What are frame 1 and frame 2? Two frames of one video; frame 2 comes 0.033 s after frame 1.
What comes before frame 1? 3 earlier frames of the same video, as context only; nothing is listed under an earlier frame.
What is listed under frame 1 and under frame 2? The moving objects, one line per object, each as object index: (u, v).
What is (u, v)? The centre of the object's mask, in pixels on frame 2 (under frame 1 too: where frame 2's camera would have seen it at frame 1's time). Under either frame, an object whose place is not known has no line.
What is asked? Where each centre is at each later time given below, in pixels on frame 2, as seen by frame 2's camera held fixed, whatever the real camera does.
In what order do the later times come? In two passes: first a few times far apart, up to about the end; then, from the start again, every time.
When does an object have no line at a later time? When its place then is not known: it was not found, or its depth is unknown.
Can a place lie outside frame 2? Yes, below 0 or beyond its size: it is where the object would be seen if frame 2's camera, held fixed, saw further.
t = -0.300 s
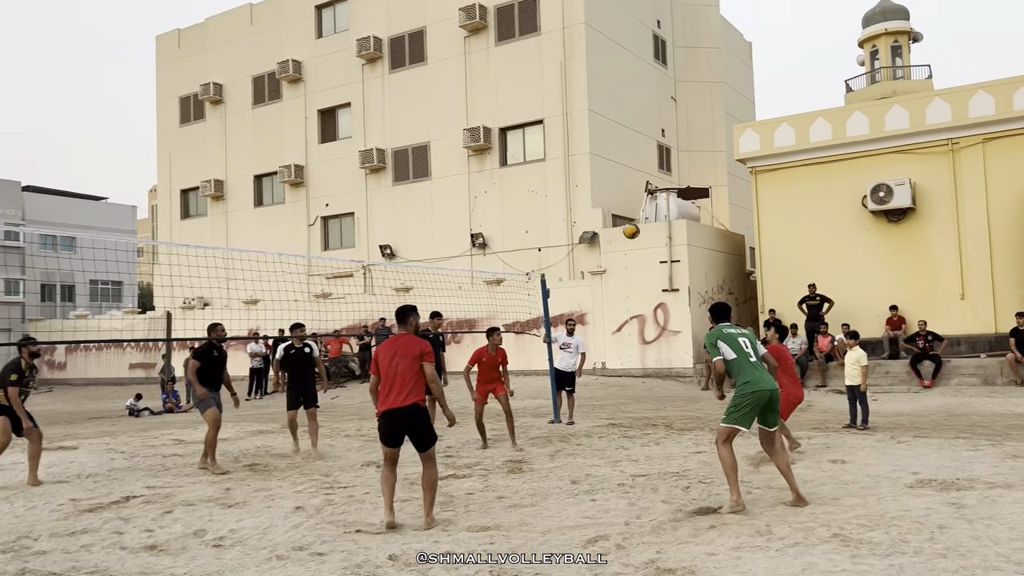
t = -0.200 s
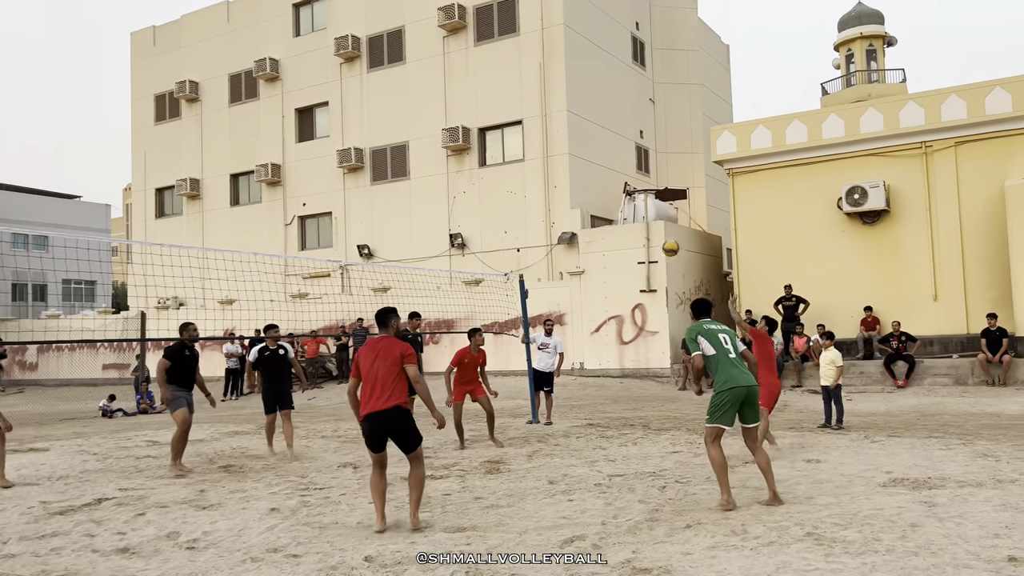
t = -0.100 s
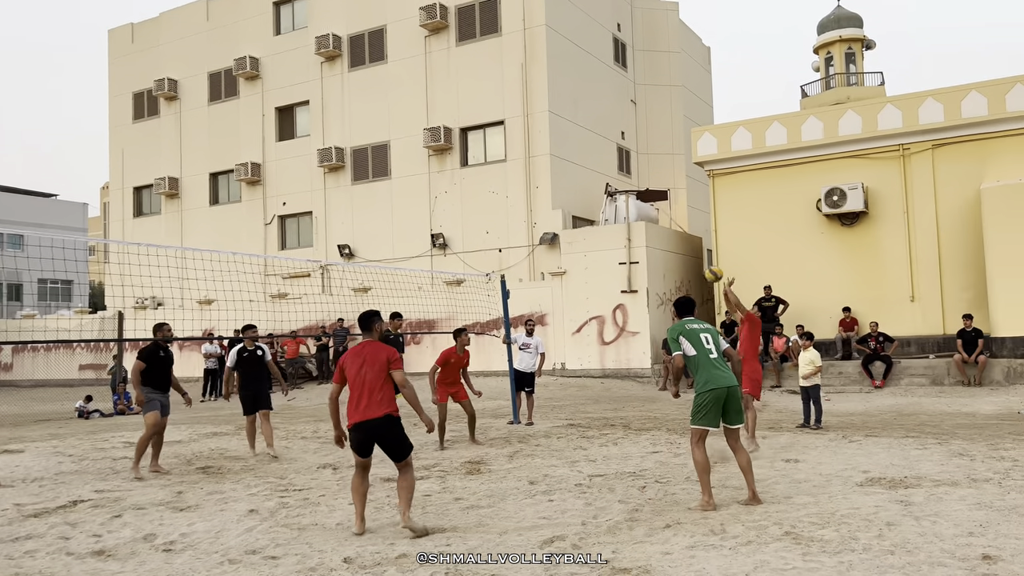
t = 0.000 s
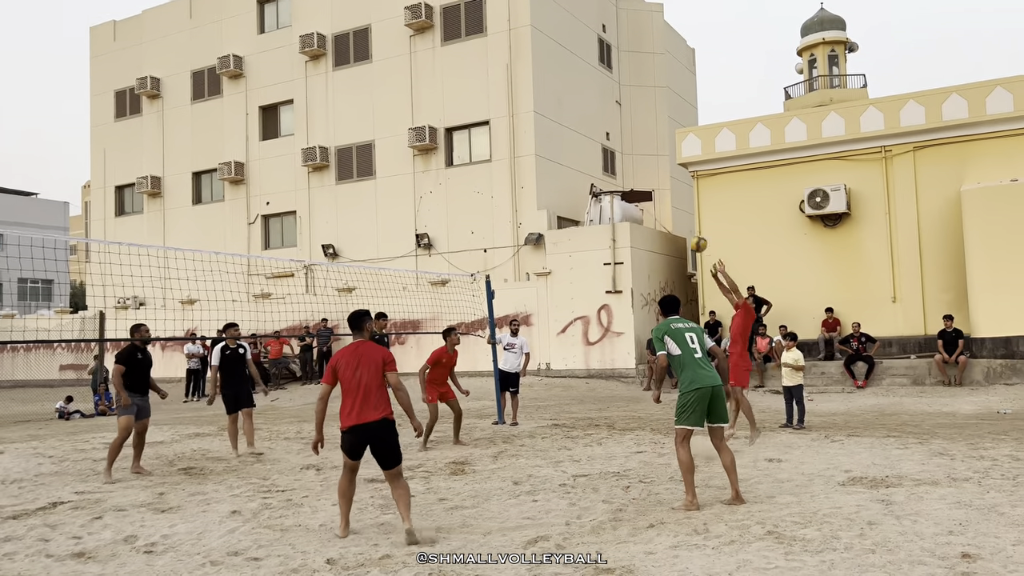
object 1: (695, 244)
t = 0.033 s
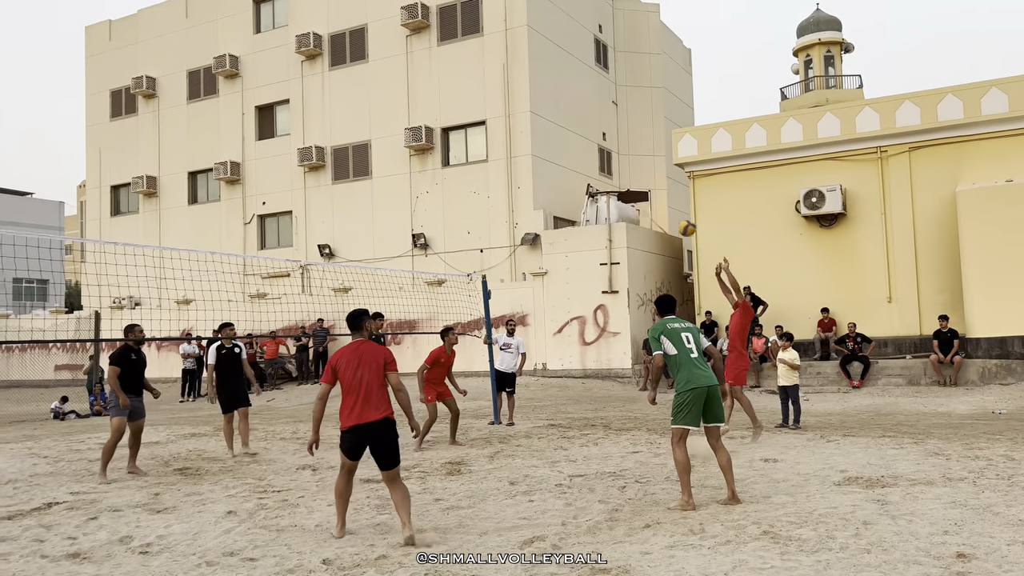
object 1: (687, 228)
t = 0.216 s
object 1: (650, 156)
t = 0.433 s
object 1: (610, 104)
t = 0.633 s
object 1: (578, 91)
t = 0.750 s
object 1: (561, 97)
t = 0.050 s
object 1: (684, 220)
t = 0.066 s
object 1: (679, 213)
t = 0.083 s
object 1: (676, 205)
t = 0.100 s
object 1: (673, 198)
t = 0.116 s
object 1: (669, 191)
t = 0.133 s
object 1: (665, 185)
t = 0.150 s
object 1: (662, 178)
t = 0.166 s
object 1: (659, 172)
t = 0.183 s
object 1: (656, 167)
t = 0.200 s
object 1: (653, 161)
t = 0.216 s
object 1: (650, 156)
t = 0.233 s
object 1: (647, 150)
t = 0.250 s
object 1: (644, 145)
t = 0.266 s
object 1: (640, 140)
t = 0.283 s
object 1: (637, 135)
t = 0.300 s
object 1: (634, 131)
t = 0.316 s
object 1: (631, 127)
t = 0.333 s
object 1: (628, 123)
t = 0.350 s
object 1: (625, 119)
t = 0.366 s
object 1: (622, 116)
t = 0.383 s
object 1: (619, 112)
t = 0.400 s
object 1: (616, 109)
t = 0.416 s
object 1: (613, 107)
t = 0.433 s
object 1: (610, 104)
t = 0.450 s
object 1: (608, 102)
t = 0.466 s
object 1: (605, 100)
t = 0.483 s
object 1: (602, 98)
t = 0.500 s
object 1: (599, 96)
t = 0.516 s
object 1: (596, 95)
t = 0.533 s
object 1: (594, 94)
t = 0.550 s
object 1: (591, 93)
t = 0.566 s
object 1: (588, 92)
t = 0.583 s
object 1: (586, 92)
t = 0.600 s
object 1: (583, 91)
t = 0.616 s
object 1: (580, 91)
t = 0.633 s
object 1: (578, 91)
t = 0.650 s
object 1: (575, 91)
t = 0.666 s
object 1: (573, 92)
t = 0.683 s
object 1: (571, 93)
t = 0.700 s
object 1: (568, 94)
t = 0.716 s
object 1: (565, 95)
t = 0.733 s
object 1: (563, 96)
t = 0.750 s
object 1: (561, 97)
